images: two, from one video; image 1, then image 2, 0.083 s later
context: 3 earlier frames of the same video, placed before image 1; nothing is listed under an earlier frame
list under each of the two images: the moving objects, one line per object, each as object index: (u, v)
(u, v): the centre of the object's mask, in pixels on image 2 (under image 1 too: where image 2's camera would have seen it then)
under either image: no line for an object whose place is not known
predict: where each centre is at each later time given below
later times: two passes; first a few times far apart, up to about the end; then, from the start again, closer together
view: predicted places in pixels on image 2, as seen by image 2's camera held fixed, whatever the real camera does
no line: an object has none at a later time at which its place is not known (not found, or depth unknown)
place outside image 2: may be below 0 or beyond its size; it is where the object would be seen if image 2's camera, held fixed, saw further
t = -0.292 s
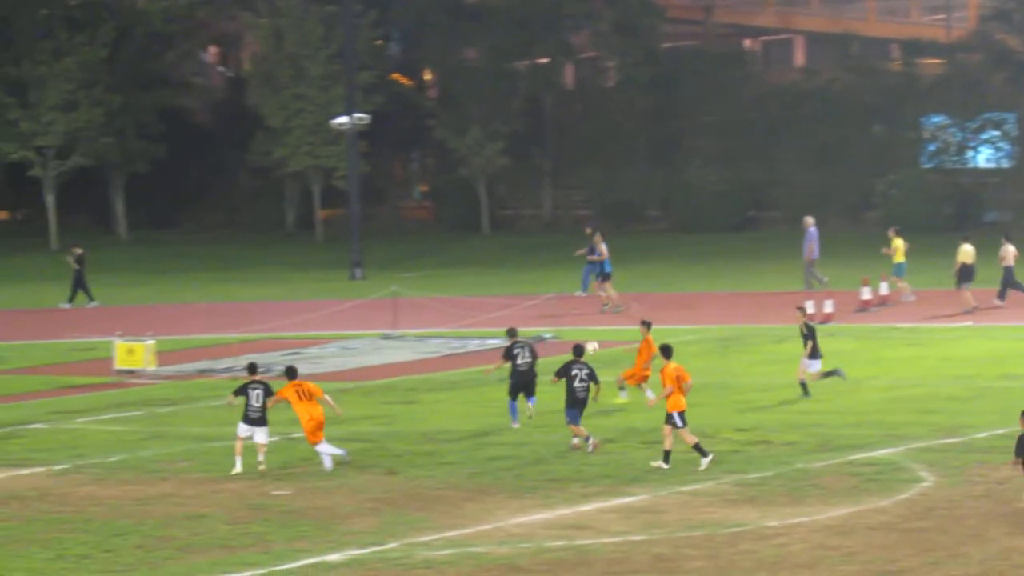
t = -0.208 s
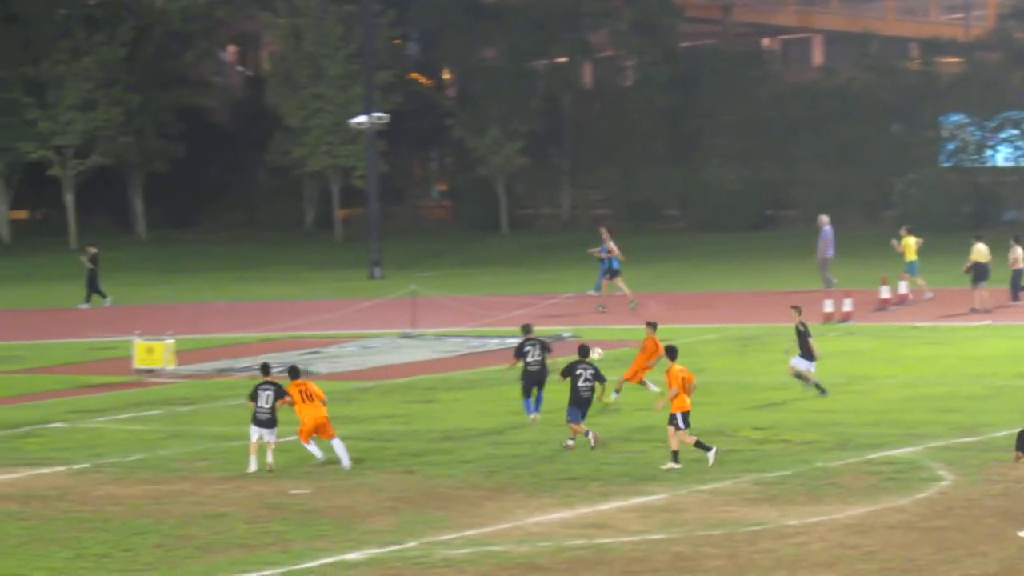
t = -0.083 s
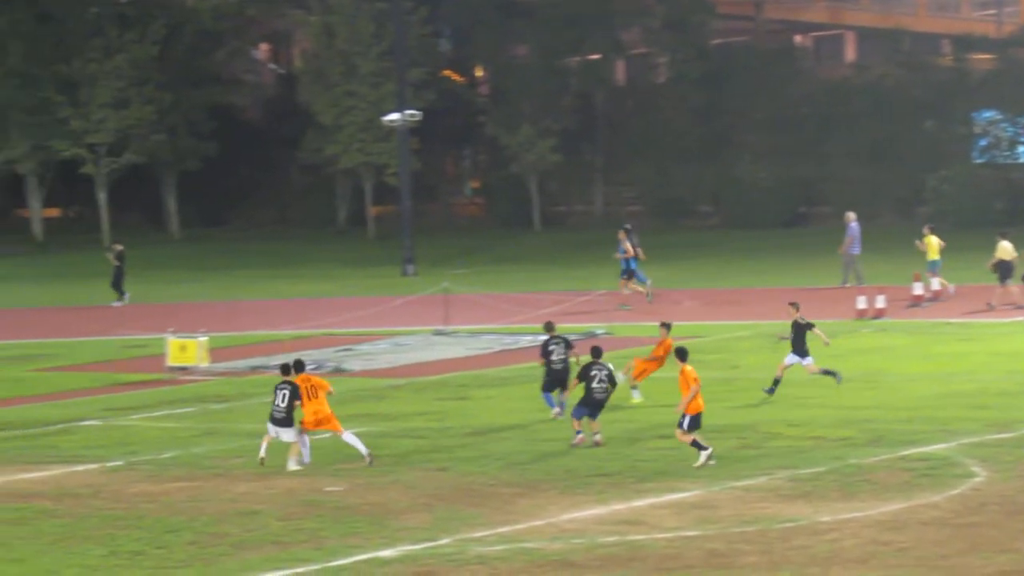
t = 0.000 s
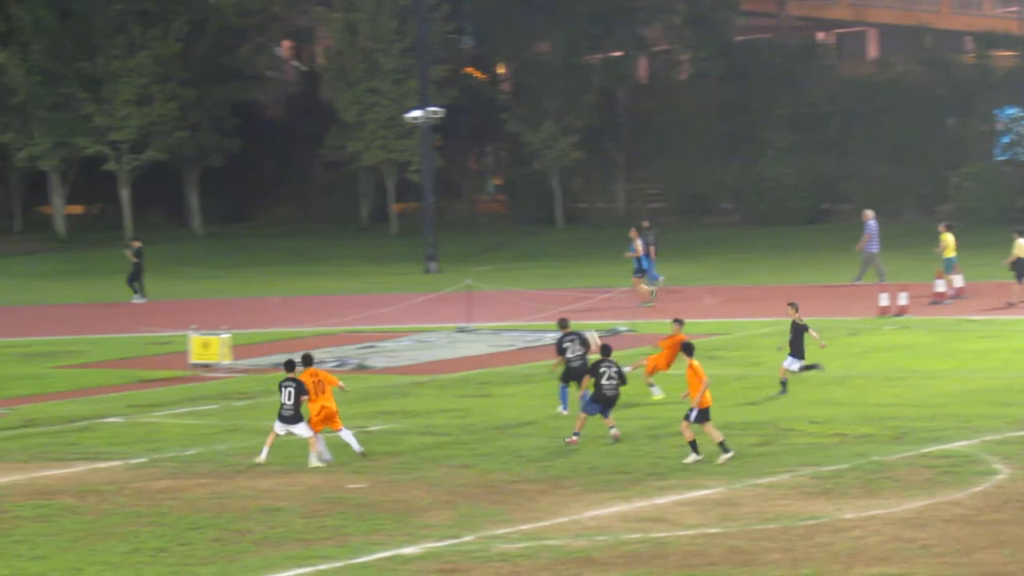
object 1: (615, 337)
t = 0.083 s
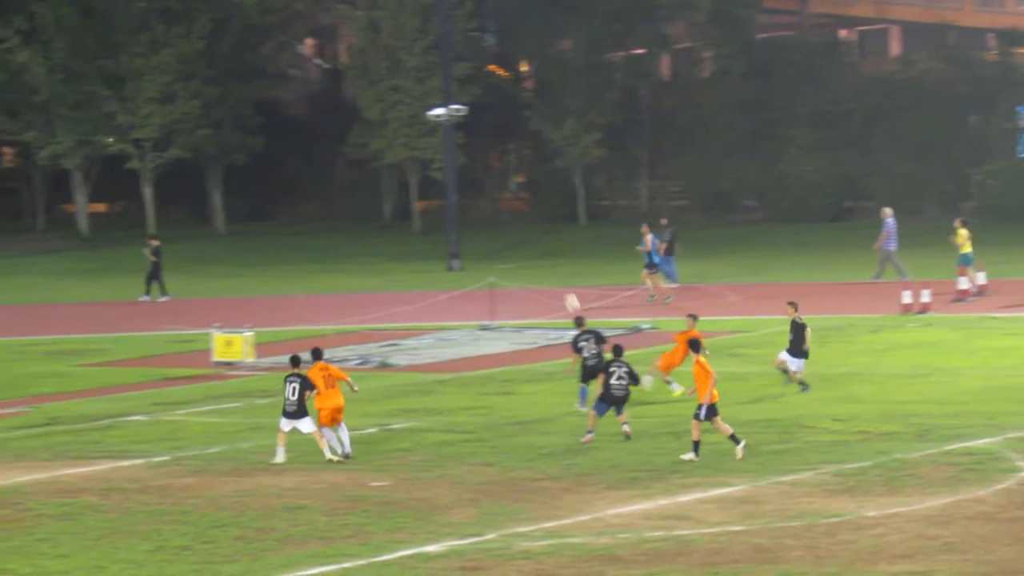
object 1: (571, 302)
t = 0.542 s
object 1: (336, 184)
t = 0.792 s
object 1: (204, 173)
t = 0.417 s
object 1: (401, 205)
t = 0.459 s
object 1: (380, 197)
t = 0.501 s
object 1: (358, 190)
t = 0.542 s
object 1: (336, 184)
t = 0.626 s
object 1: (292, 176)
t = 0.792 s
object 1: (204, 173)
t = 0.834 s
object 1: (181, 175)
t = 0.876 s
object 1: (159, 177)
